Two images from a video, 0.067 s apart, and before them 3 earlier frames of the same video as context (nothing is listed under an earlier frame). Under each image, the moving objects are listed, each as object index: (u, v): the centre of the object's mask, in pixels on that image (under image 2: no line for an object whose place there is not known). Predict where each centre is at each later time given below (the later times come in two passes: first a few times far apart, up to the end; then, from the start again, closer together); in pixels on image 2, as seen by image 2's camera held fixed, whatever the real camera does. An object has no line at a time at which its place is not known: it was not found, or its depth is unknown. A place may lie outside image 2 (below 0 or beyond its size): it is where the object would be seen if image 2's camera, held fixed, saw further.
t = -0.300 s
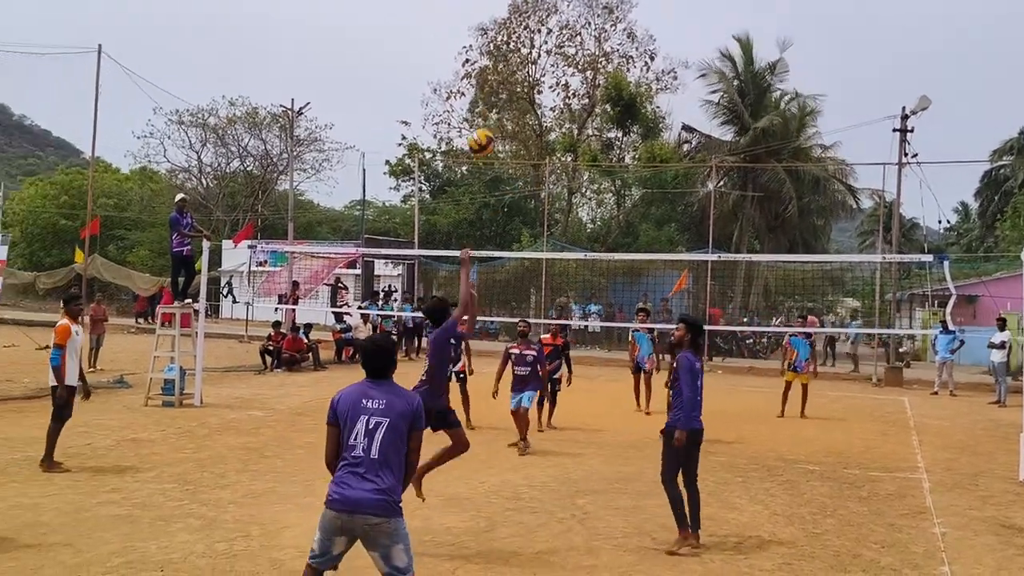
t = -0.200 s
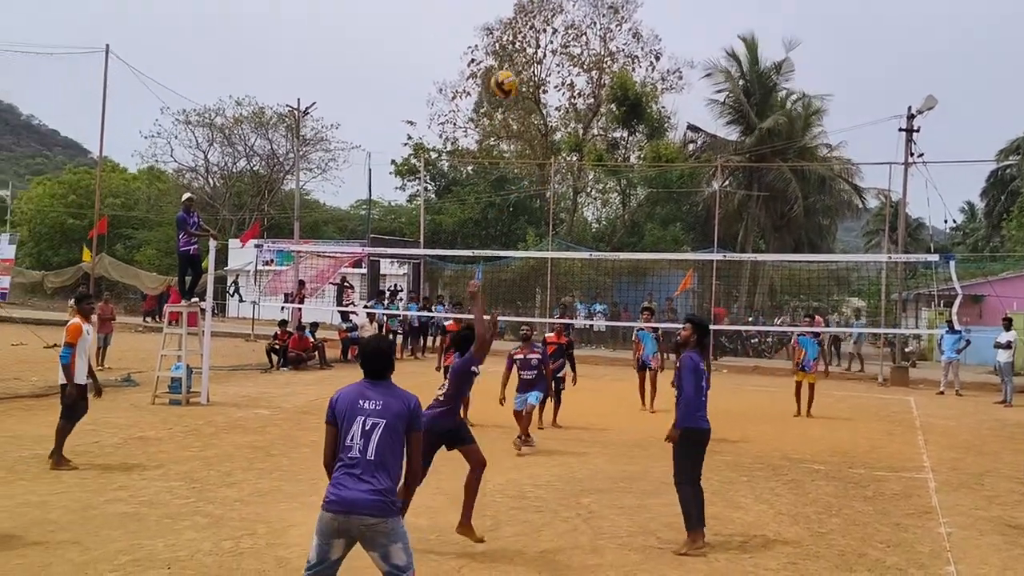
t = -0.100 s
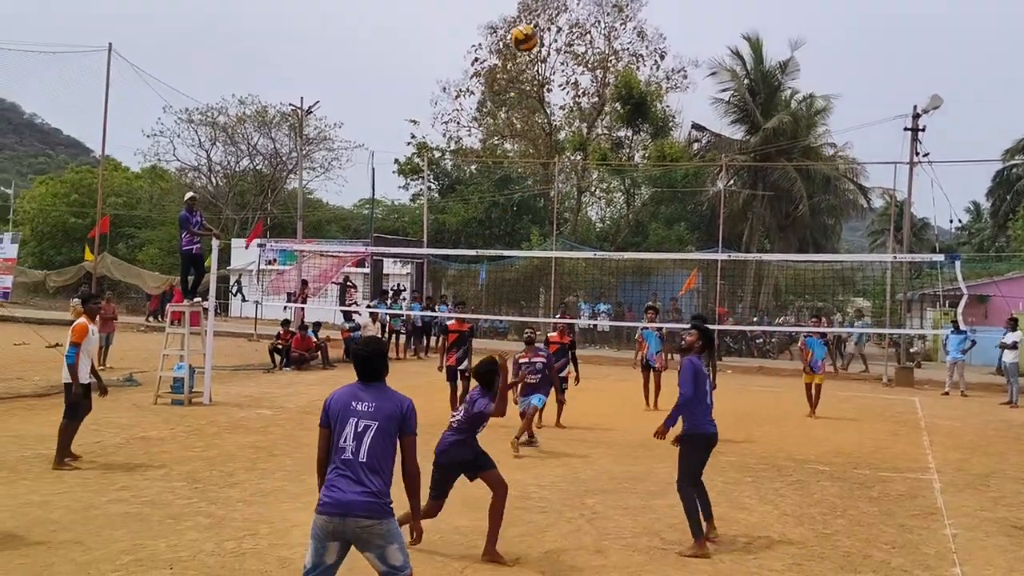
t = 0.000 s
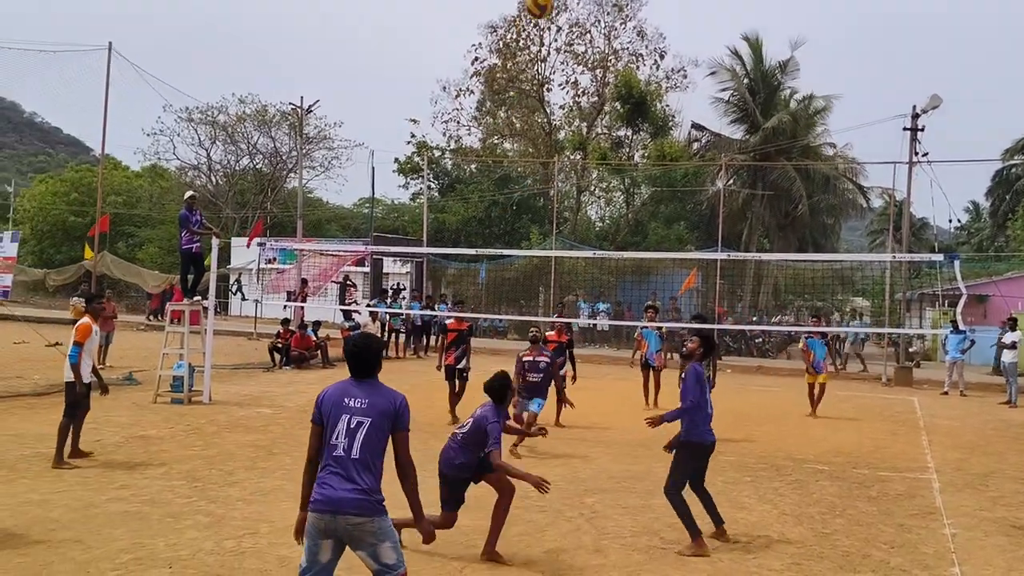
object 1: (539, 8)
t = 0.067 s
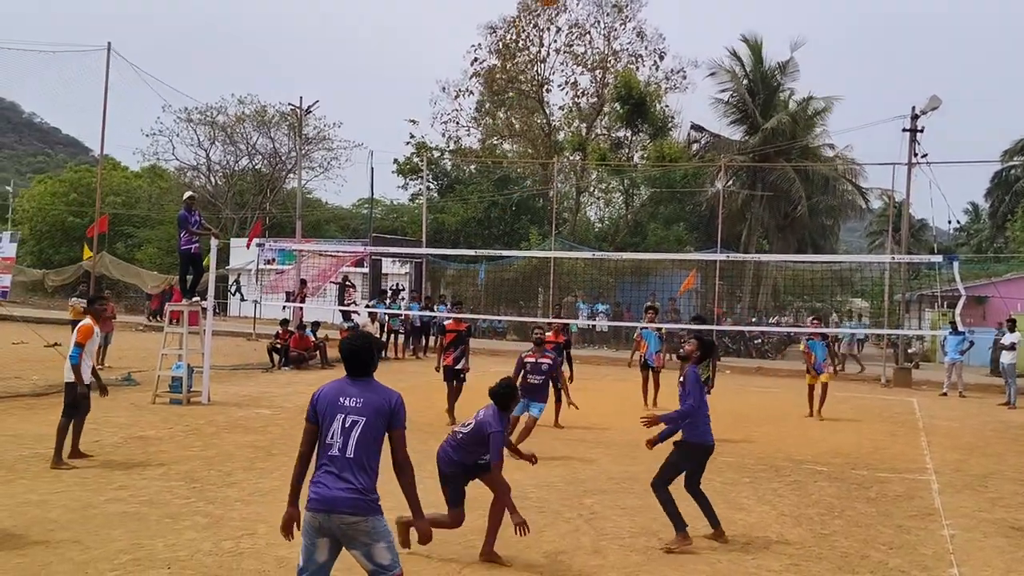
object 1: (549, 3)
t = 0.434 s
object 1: (595, 10)
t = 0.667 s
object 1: (620, 108)
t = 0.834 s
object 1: (635, 220)
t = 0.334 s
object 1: (583, 1)
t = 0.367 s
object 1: (587, 3)
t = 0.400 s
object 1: (591, 6)
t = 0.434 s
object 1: (595, 10)
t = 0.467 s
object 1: (599, 21)
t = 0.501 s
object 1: (602, 32)
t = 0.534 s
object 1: (607, 42)
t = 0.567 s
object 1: (610, 58)
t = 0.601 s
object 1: (613, 73)
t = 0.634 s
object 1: (617, 90)
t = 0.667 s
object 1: (620, 108)
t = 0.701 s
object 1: (624, 128)
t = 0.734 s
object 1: (626, 150)
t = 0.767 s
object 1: (629, 171)
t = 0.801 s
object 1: (634, 194)
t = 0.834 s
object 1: (635, 220)
